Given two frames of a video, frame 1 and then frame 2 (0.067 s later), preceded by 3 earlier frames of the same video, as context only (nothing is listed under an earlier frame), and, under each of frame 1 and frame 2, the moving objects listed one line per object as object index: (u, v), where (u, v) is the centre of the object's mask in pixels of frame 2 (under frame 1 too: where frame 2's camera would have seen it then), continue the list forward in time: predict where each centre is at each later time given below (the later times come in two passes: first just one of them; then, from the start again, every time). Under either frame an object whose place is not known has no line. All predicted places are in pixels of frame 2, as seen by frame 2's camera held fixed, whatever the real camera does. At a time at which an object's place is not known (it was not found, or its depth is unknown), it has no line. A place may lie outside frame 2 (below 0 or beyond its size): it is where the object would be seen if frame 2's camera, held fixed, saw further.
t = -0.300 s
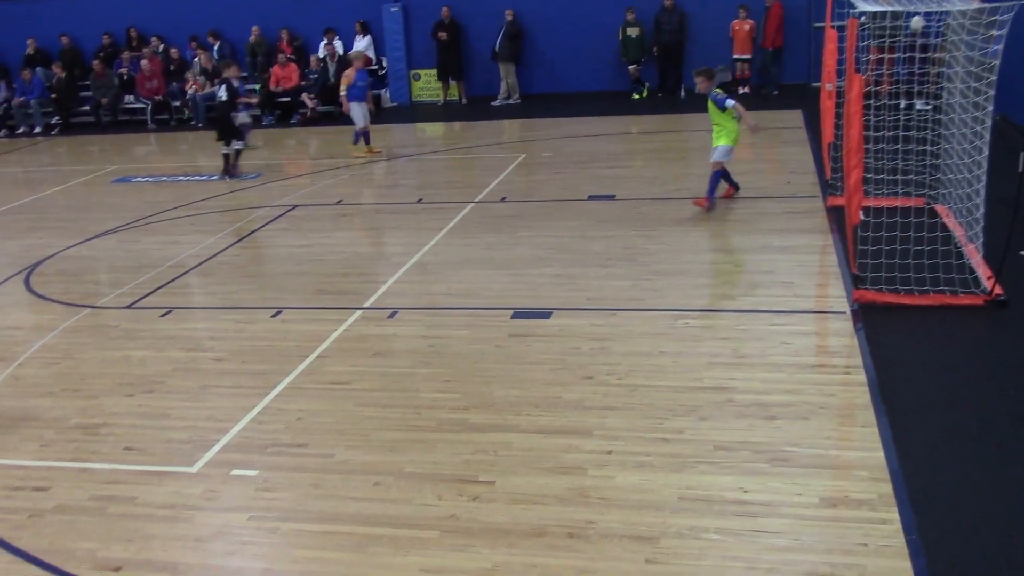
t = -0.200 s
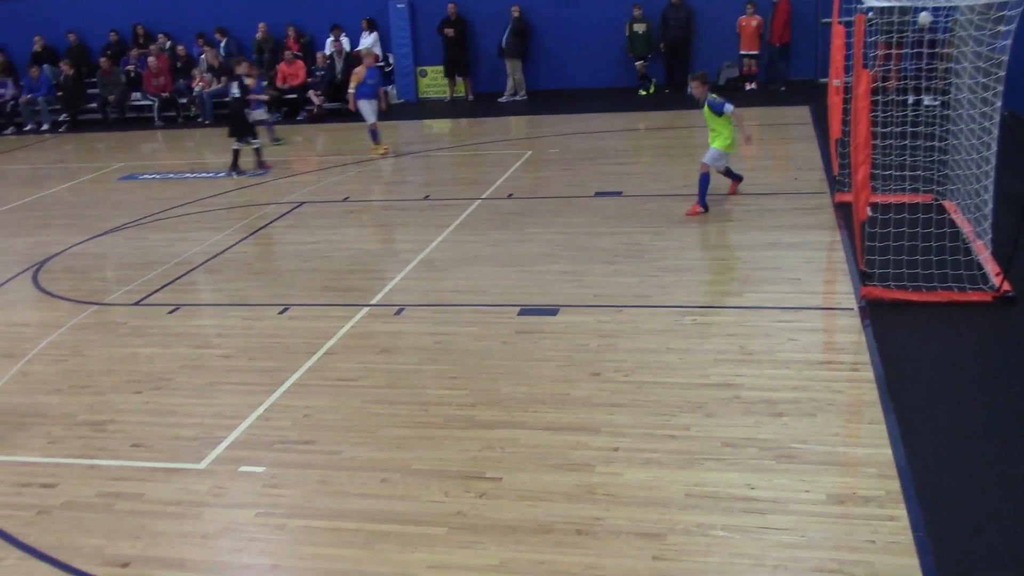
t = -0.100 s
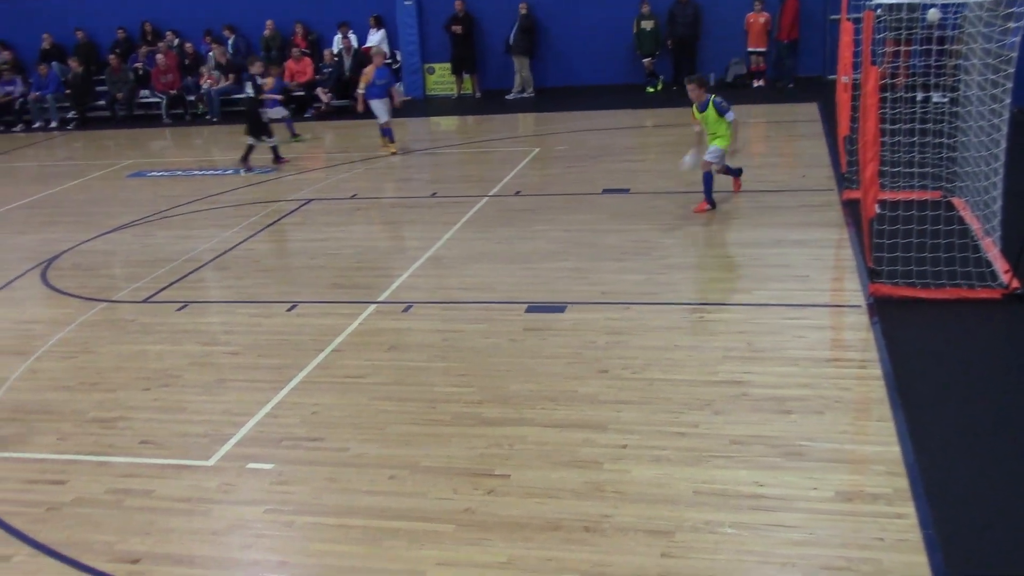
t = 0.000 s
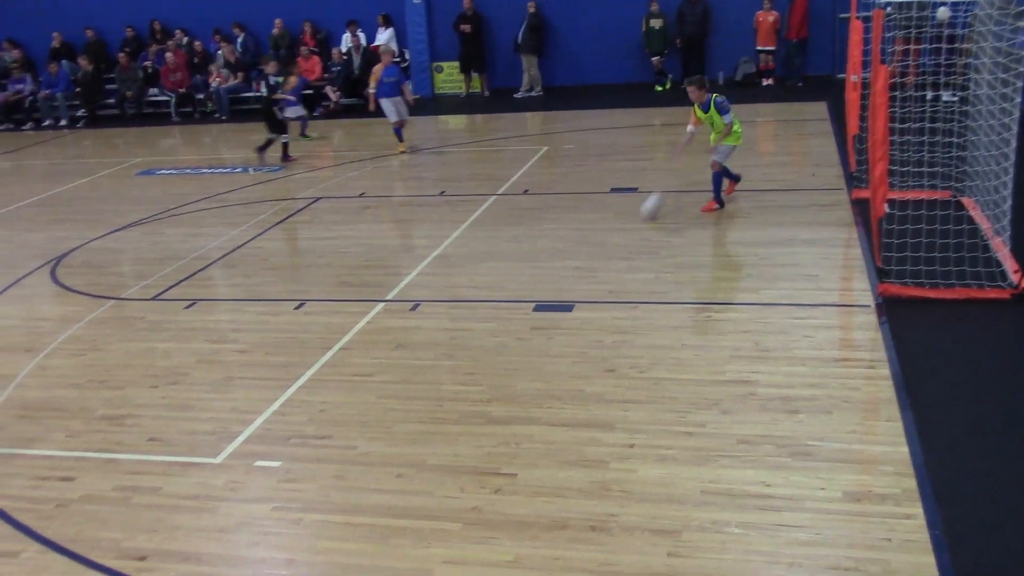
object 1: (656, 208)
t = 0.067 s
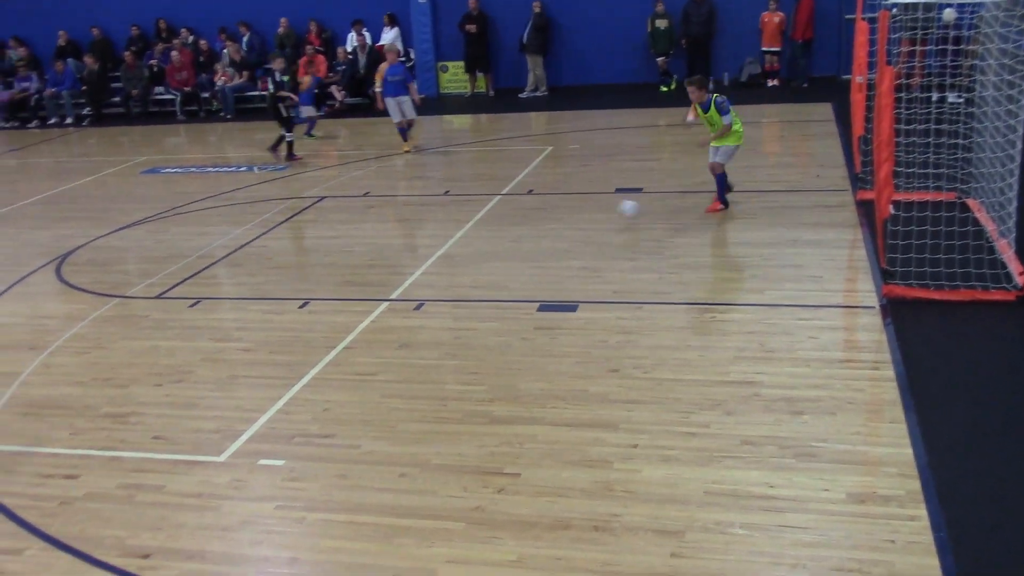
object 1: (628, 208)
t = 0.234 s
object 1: (562, 218)
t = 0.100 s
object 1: (616, 207)
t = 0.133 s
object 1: (603, 208)
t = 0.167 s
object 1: (589, 210)
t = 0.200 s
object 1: (577, 213)
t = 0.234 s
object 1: (562, 218)
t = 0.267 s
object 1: (549, 223)
